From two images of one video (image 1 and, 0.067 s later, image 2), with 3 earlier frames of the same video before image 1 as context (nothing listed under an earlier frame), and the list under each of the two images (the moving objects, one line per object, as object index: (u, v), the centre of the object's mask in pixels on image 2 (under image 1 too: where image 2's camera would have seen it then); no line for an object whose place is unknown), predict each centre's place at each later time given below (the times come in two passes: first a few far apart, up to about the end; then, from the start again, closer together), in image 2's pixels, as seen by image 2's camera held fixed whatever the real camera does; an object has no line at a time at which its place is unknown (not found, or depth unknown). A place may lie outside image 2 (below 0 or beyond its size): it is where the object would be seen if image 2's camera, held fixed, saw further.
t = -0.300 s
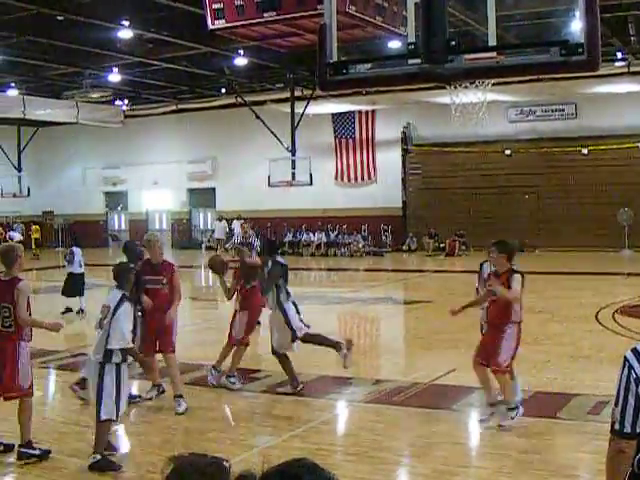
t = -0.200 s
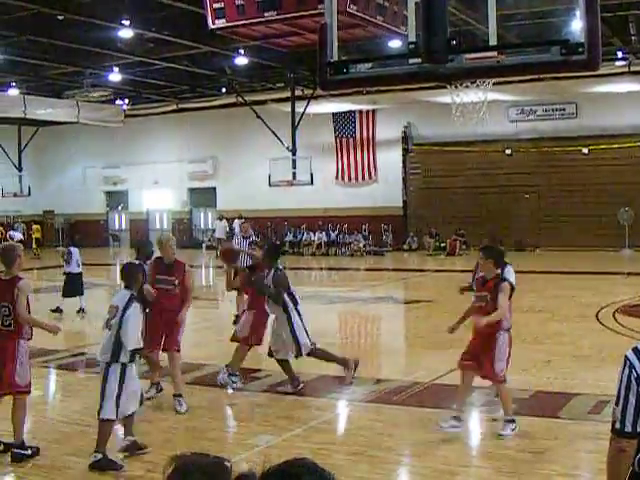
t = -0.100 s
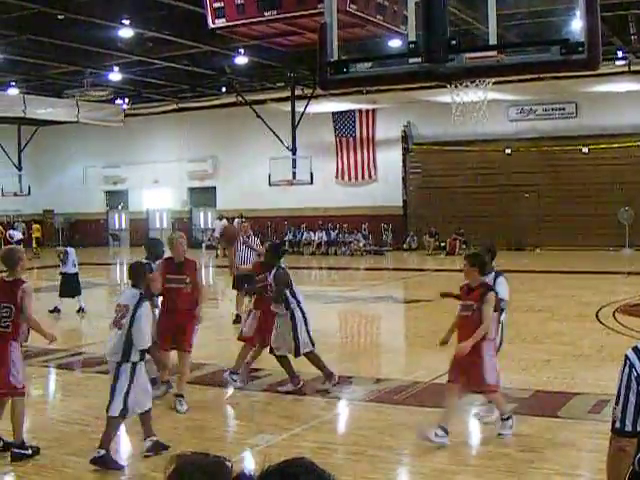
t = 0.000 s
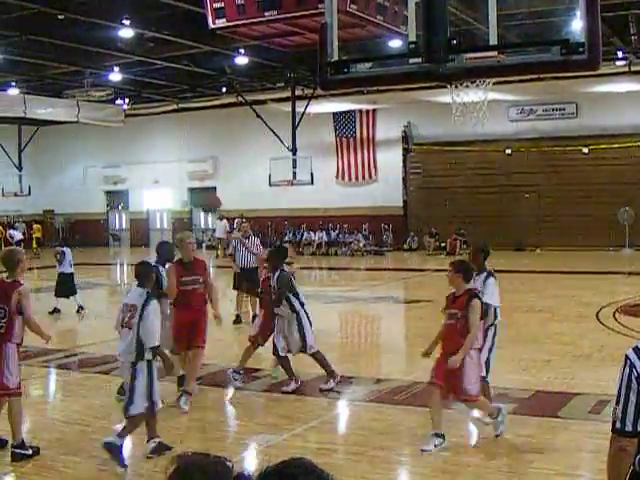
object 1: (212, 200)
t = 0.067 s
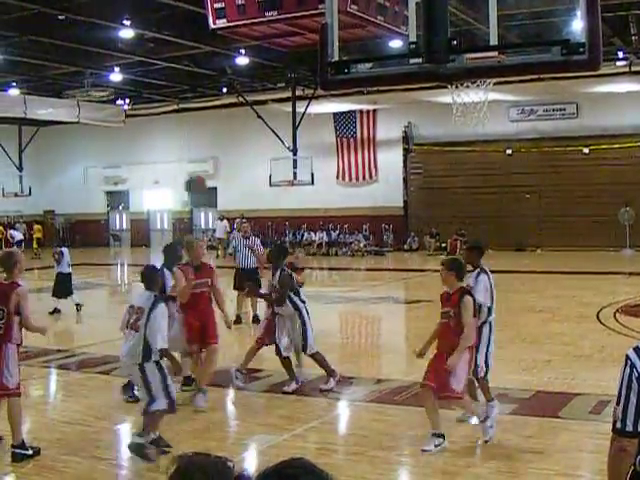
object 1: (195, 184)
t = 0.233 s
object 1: (152, 153)
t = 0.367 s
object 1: (114, 146)
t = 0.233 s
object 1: (152, 153)
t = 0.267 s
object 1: (143, 150)
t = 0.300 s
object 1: (134, 147)
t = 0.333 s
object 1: (124, 146)
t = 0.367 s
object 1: (114, 146)
